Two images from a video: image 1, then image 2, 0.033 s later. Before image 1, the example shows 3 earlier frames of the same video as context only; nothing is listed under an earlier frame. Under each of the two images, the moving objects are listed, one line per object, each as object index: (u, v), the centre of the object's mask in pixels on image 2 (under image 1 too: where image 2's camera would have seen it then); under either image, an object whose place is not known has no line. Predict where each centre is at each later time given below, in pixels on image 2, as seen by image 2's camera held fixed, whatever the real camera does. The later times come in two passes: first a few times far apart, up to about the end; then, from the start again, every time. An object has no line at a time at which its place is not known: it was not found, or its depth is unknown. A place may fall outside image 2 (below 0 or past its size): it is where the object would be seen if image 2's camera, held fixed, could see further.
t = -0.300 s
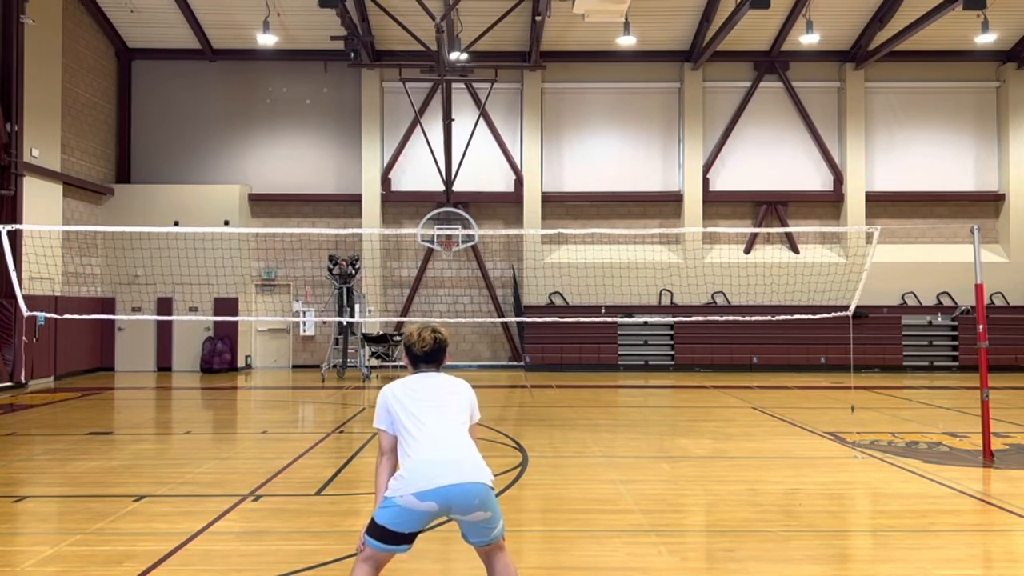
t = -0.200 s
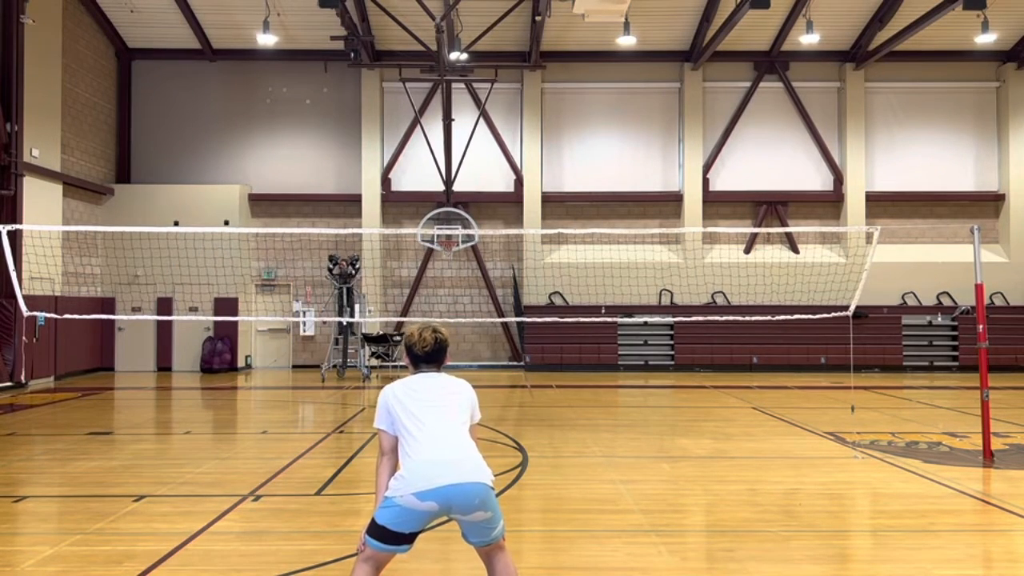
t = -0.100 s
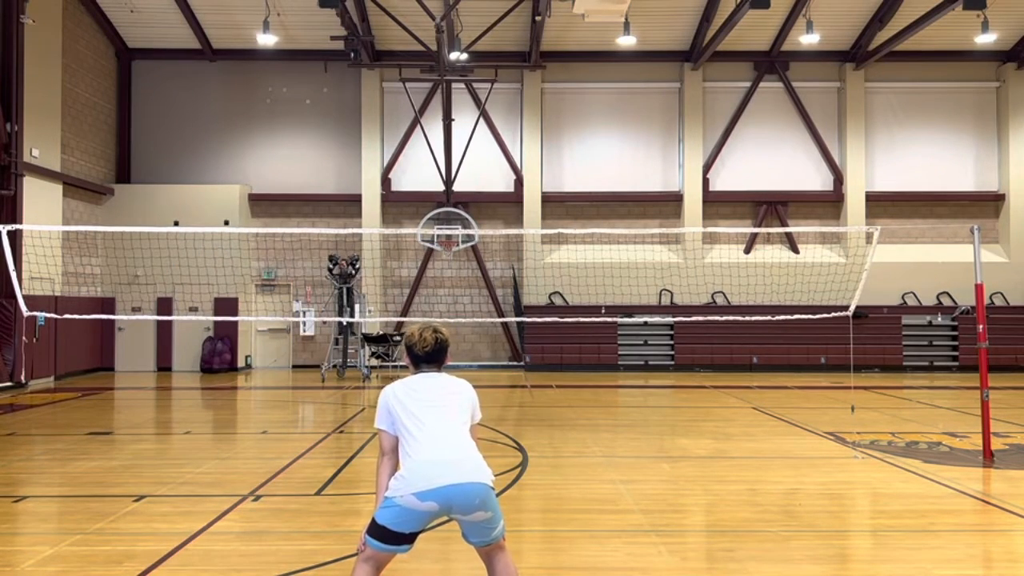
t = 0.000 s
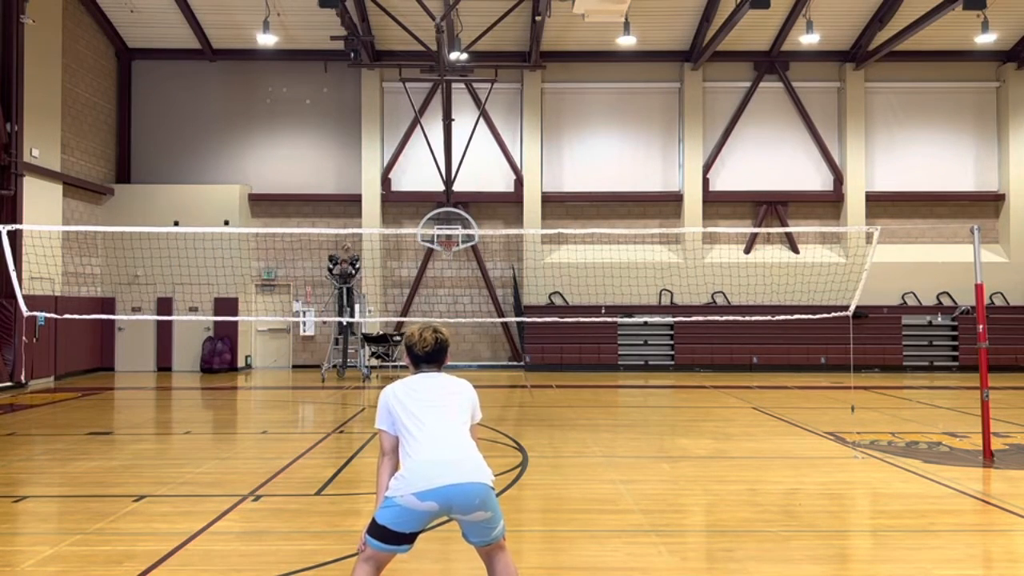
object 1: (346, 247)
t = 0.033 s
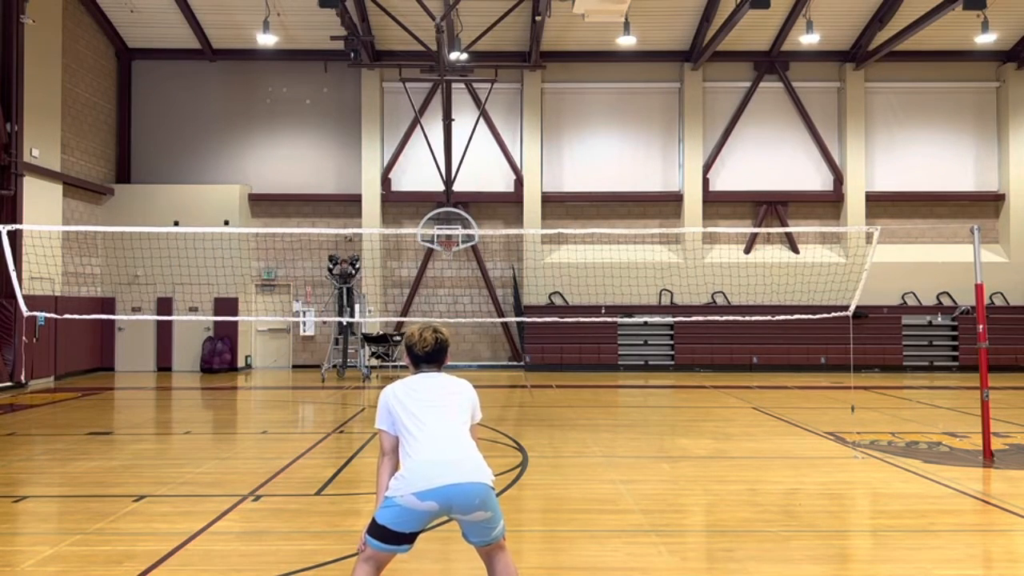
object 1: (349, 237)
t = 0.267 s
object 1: (366, 175)
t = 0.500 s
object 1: (391, 141)
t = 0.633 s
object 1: (412, 147)
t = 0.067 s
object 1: (350, 224)
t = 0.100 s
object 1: (353, 217)
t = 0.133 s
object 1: (356, 208)
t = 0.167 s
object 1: (358, 199)
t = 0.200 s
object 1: (361, 190)
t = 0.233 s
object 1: (363, 183)
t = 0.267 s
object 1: (366, 175)
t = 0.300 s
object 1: (369, 168)
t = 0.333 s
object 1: (372, 161)
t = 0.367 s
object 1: (374, 156)
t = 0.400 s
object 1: (379, 150)
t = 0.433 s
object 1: (383, 146)
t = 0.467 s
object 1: (386, 142)
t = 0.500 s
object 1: (391, 141)
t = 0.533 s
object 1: (395, 140)
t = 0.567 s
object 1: (401, 140)
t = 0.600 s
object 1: (407, 143)
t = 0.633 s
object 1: (412, 147)
